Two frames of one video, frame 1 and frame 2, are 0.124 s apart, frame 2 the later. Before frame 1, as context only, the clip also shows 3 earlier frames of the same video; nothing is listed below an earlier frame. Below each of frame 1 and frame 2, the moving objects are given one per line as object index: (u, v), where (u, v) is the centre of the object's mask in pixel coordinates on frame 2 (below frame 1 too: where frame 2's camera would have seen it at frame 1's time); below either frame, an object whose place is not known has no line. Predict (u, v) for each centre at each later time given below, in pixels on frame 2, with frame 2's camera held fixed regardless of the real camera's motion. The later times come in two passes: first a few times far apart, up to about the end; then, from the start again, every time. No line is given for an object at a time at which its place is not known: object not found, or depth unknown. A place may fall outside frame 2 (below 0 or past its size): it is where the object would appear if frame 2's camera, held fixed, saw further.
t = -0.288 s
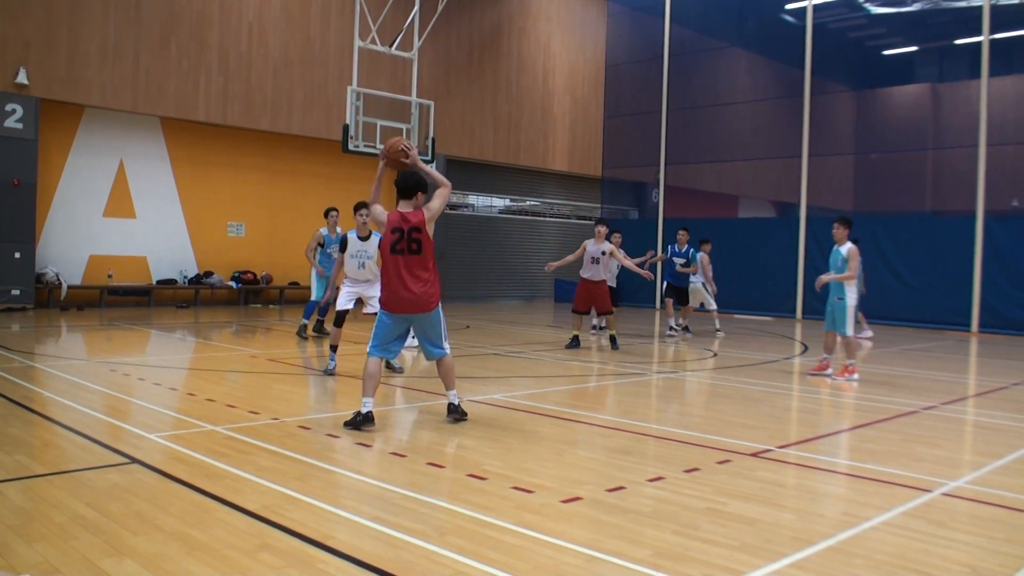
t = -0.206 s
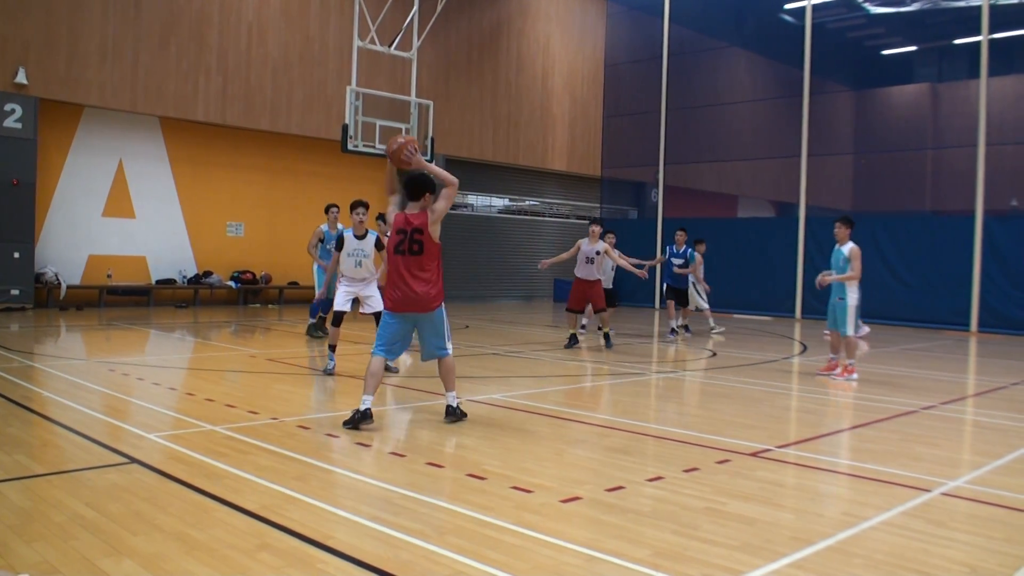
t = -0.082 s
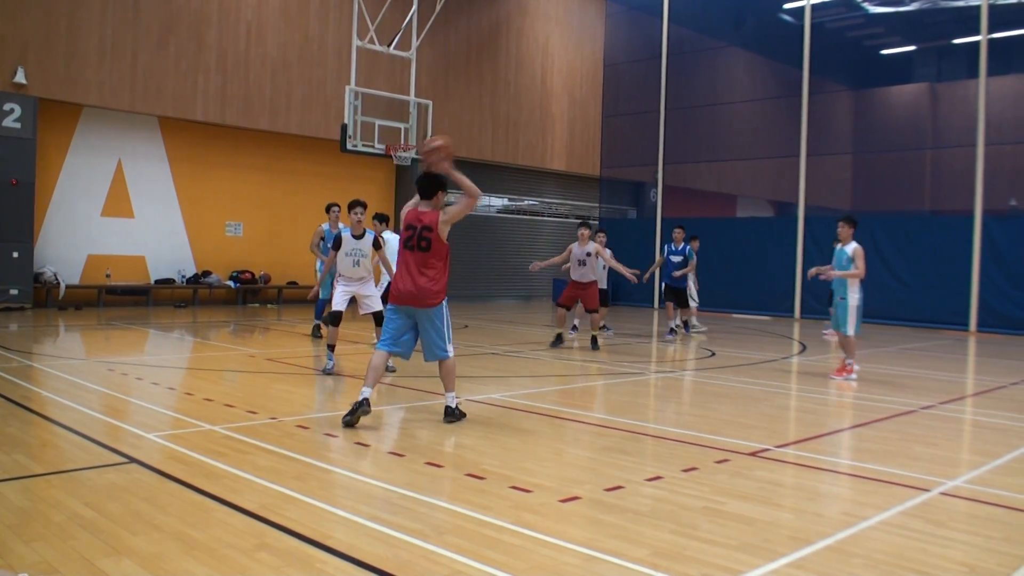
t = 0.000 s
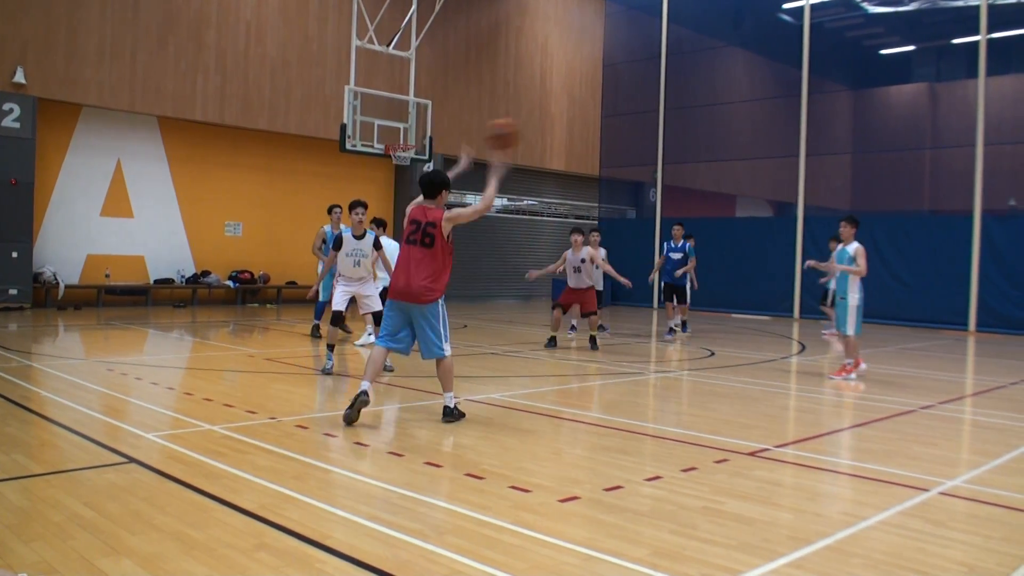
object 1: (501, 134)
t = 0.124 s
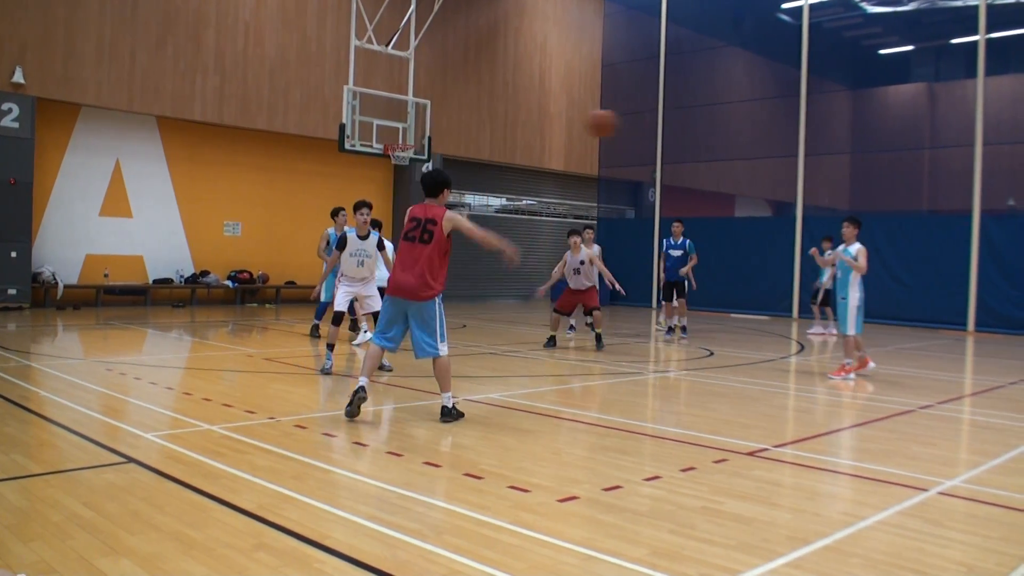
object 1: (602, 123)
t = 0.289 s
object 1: (707, 134)
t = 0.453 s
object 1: (789, 166)
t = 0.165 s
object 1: (631, 124)
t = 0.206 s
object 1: (659, 126)
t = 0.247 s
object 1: (685, 130)
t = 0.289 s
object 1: (707, 134)
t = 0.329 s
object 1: (731, 141)
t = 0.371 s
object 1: (751, 147)
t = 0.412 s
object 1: (772, 157)
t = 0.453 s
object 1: (789, 166)
